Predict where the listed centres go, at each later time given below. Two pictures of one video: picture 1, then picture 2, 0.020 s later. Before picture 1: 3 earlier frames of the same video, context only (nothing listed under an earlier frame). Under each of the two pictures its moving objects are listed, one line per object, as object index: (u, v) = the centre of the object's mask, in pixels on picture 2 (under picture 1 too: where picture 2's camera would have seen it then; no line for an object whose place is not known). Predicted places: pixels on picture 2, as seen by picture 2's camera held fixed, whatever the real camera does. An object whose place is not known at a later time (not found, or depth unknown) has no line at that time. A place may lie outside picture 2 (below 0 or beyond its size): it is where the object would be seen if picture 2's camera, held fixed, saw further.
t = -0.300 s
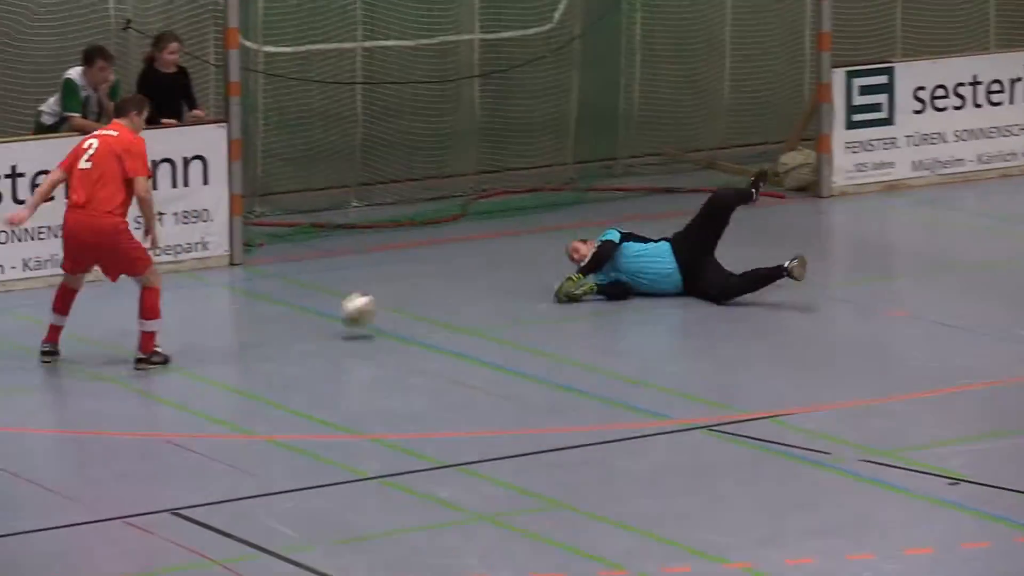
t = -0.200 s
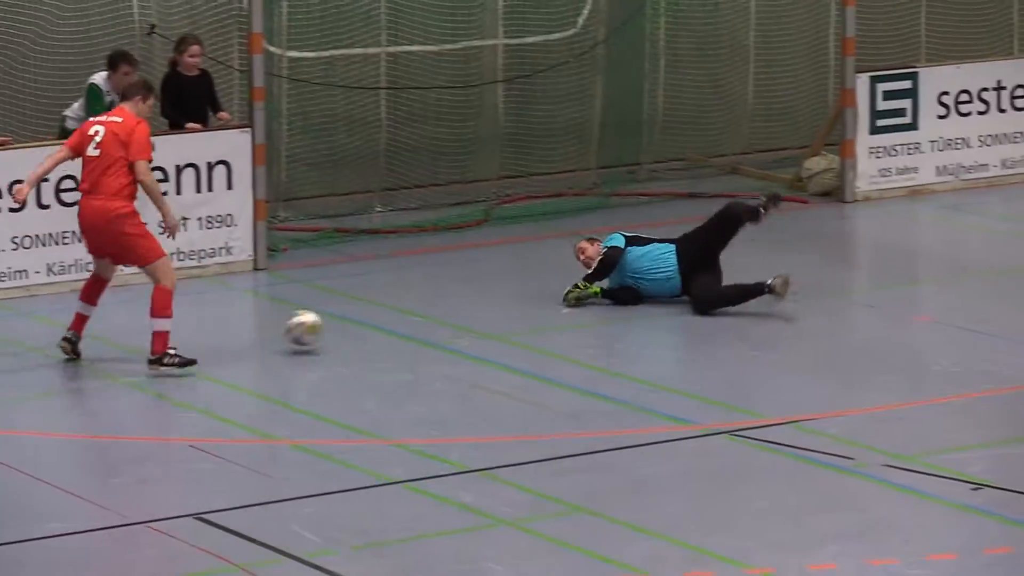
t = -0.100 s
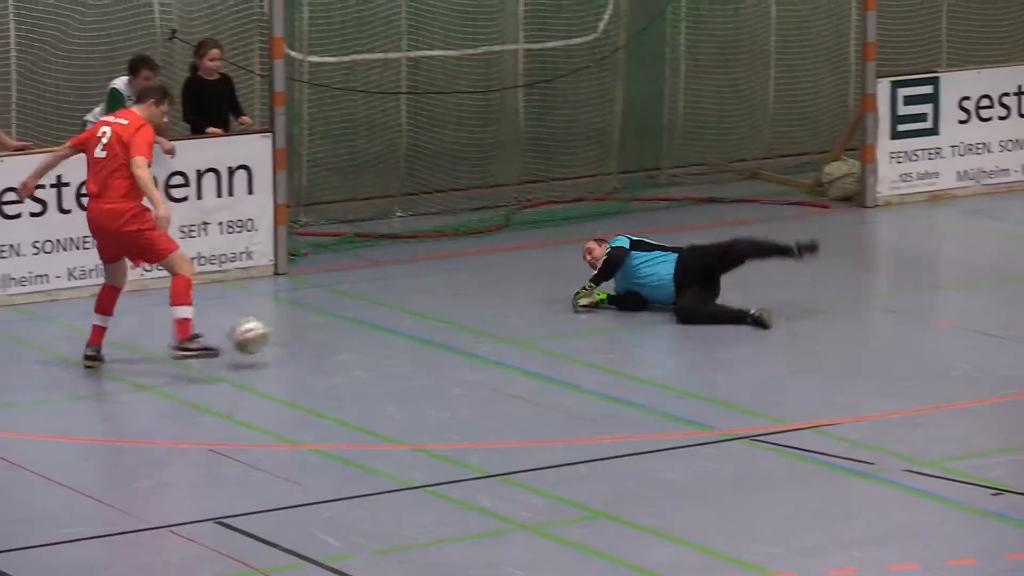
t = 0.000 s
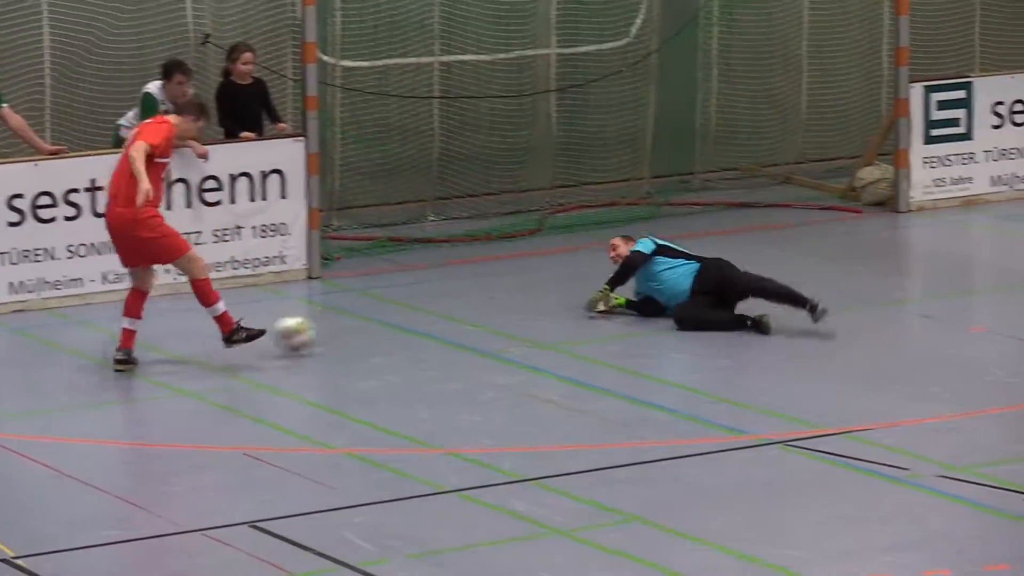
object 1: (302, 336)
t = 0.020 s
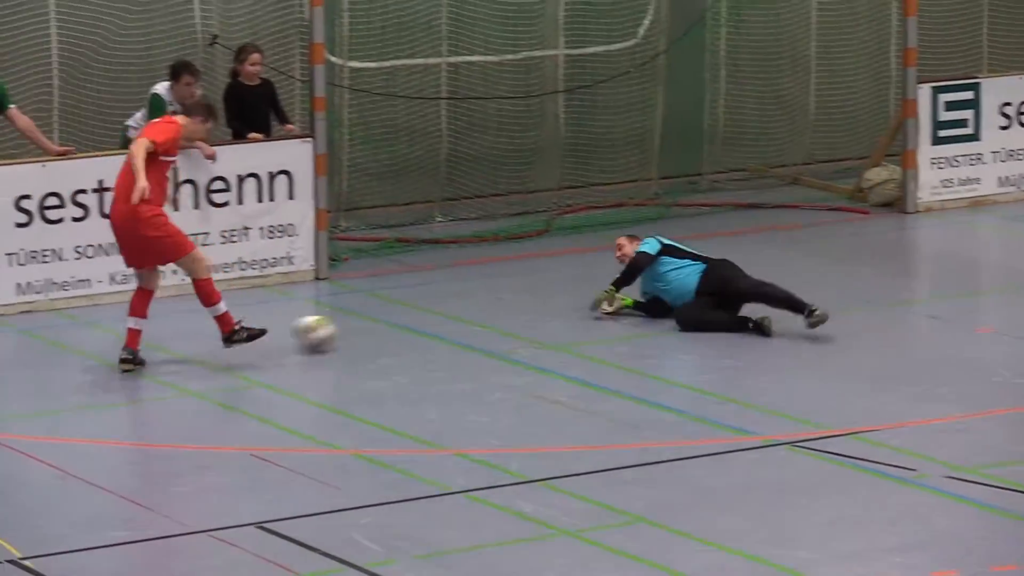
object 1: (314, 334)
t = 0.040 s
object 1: (327, 330)
